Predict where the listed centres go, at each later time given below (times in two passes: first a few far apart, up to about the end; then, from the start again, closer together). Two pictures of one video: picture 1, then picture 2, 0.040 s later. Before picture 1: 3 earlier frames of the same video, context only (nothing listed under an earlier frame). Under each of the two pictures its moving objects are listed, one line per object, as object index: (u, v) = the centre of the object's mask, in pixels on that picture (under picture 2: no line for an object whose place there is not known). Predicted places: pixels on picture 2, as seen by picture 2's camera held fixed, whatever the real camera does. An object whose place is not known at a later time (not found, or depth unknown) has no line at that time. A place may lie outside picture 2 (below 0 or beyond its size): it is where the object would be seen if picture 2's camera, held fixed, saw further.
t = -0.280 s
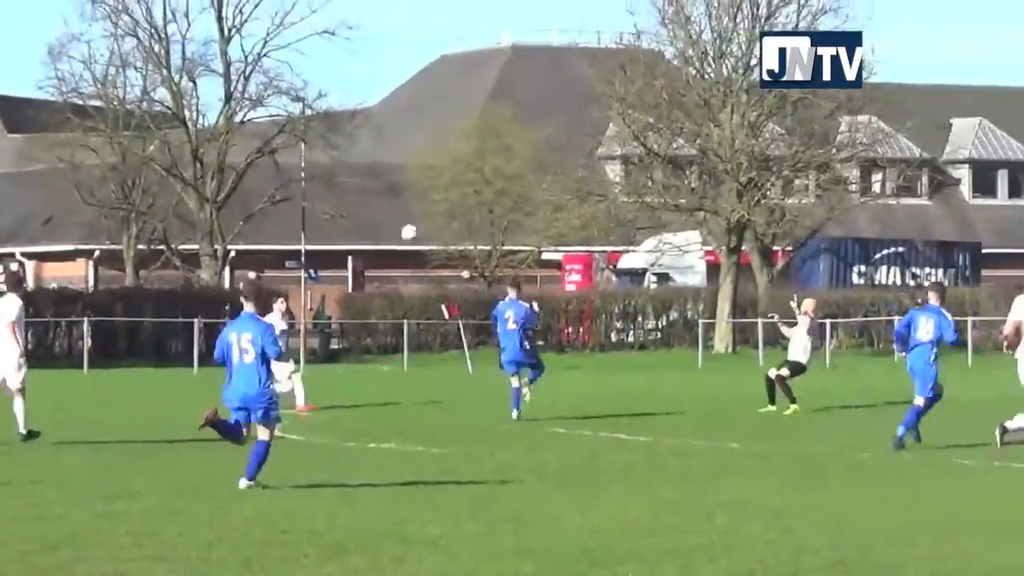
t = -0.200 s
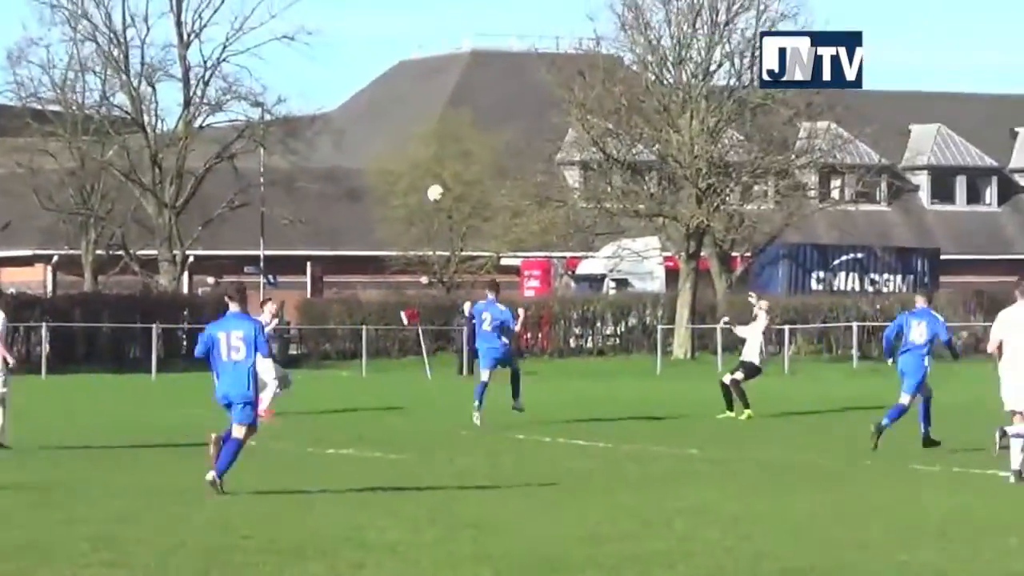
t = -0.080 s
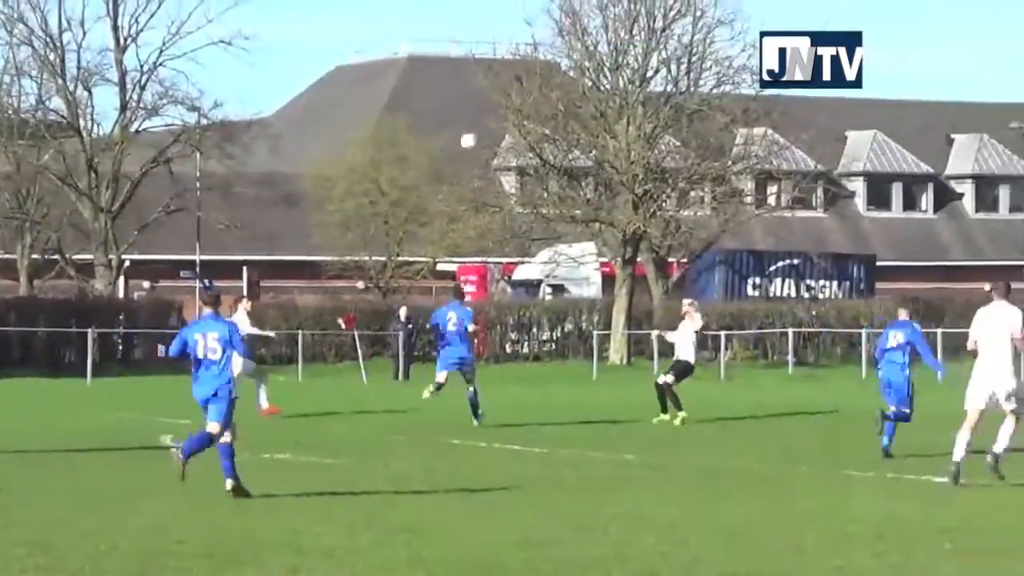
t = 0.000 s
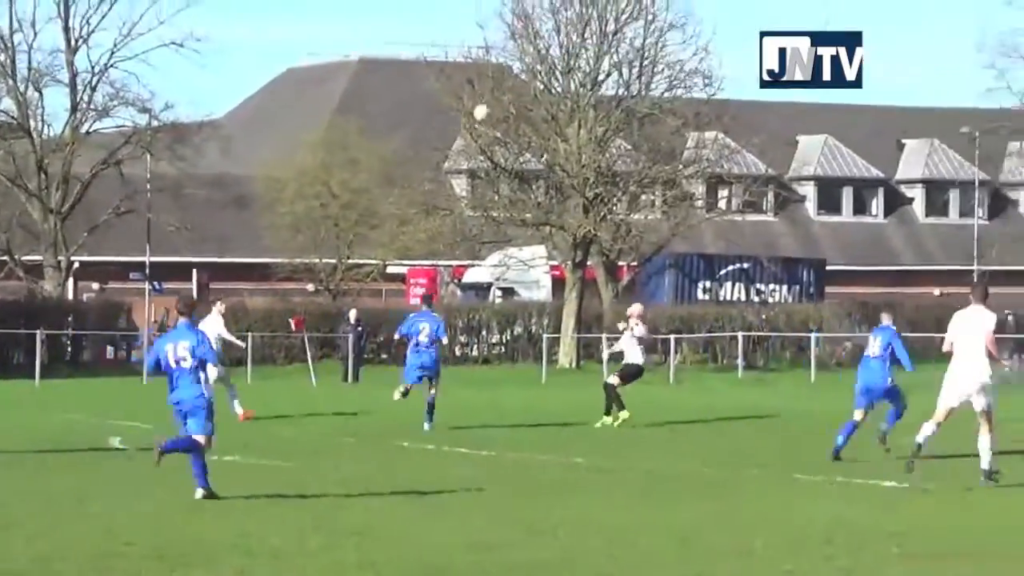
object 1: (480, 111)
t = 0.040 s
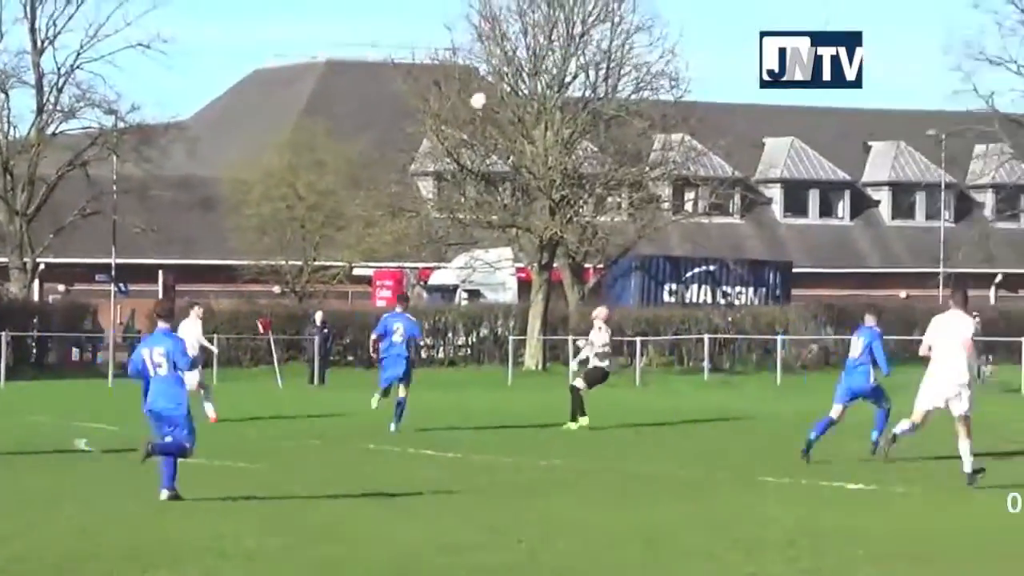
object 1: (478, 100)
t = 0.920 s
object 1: (1084, 60)
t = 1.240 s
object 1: (1314, 154)
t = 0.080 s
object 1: (506, 89)
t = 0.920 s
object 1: (1084, 60)
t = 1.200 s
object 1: (1285, 139)
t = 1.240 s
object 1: (1314, 154)
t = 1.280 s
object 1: (1343, 171)
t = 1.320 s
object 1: (1374, 188)
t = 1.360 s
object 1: (1404, 207)
